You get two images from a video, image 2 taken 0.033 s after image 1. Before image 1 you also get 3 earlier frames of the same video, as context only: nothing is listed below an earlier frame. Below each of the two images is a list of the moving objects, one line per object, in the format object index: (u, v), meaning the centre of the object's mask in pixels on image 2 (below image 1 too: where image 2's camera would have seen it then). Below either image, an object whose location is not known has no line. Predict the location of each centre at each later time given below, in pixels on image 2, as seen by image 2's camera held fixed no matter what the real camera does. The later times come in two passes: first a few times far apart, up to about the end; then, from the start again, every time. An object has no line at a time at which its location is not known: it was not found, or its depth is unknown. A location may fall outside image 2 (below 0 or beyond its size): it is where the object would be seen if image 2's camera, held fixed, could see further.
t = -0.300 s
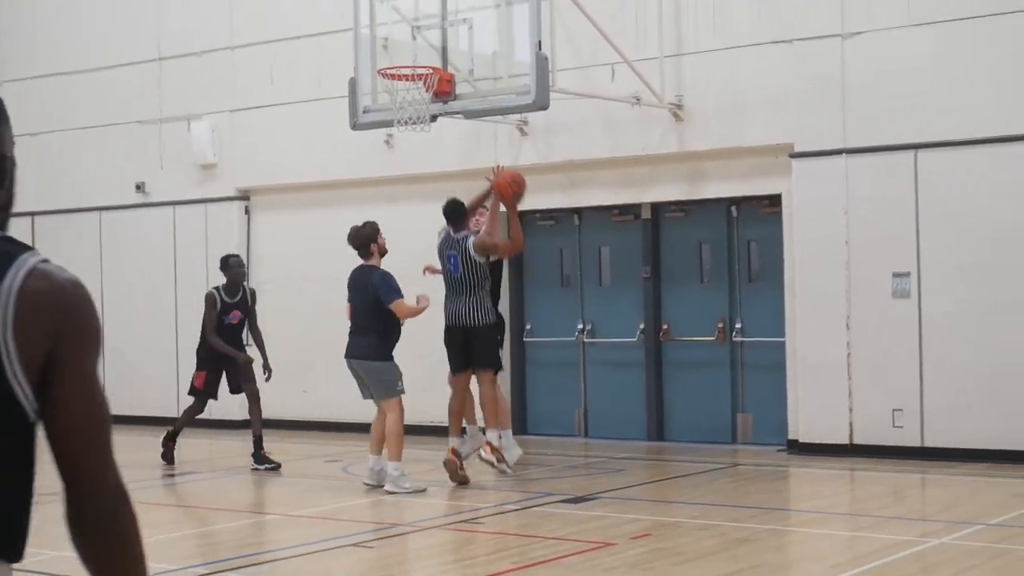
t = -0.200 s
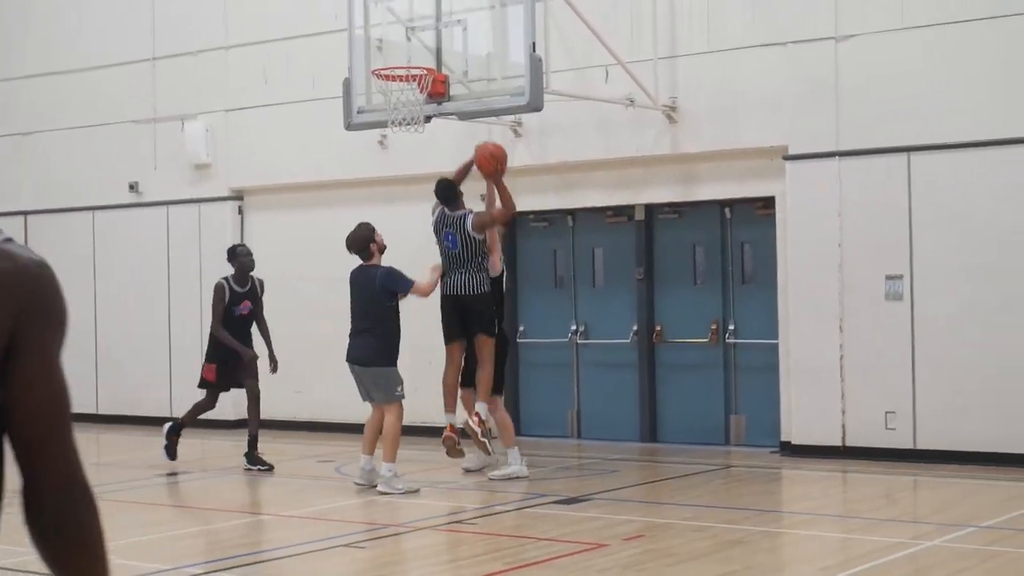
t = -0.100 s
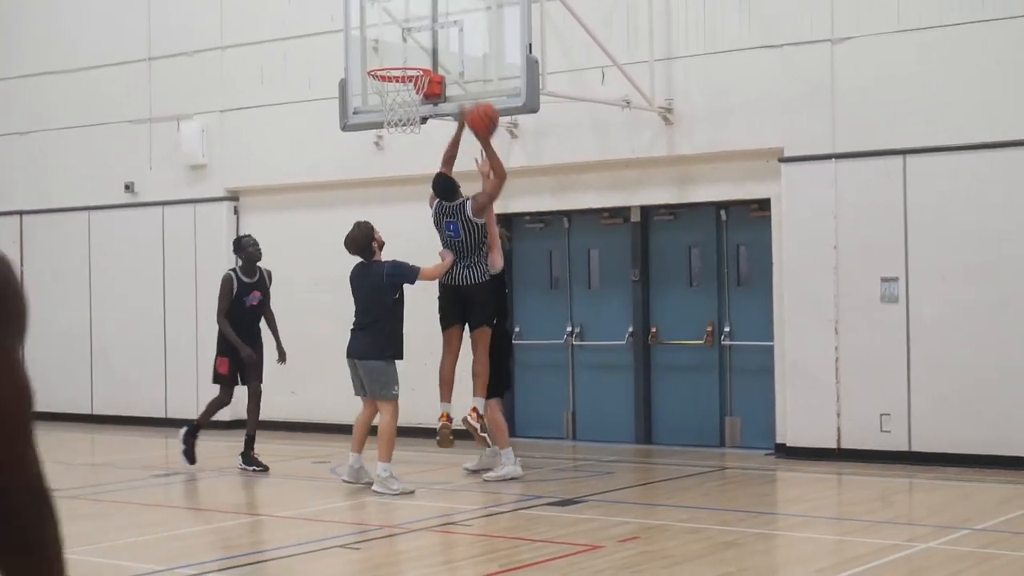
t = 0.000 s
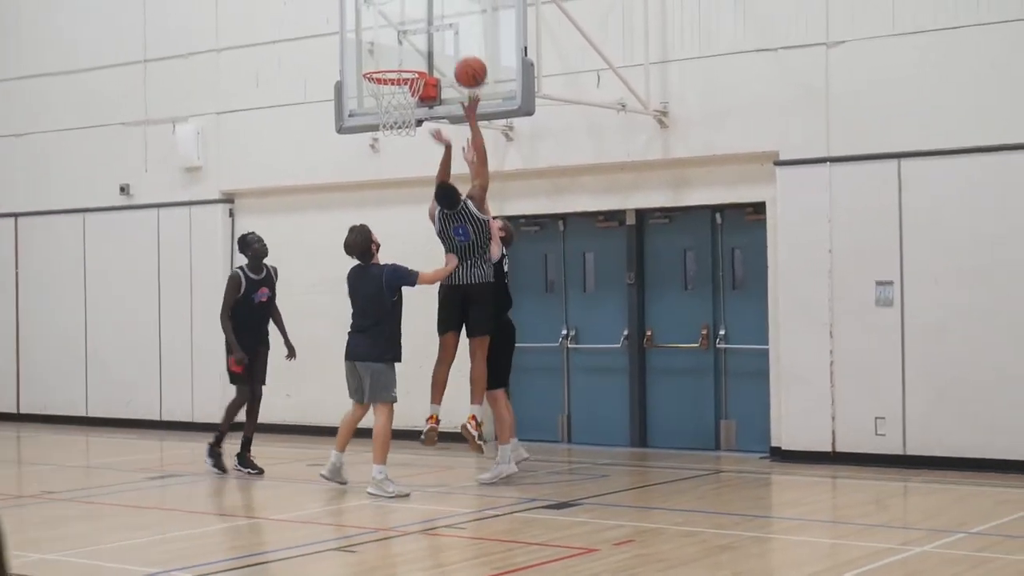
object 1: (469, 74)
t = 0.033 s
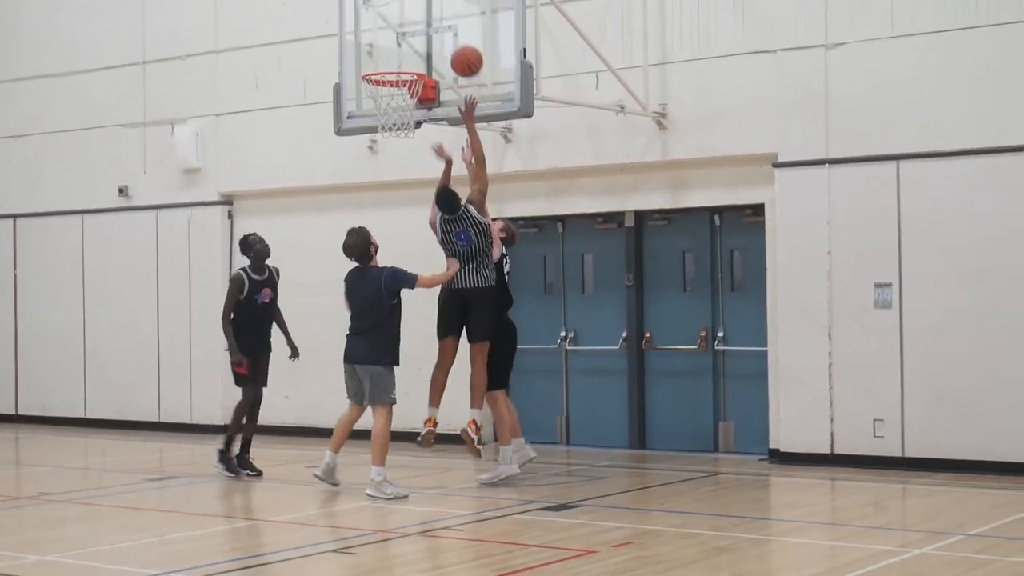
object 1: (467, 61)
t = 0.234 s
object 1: (450, 16)
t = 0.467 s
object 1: (400, 37)
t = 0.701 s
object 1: (403, 67)
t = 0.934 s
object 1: (380, 93)
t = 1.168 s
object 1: (400, 139)
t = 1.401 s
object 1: (422, 241)
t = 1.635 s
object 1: (447, 413)
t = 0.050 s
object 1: (465, 55)
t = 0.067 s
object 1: (464, 49)
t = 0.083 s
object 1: (463, 44)
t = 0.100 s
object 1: (461, 39)
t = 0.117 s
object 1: (459, 35)
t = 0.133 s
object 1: (458, 31)
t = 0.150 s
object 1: (457, 28)
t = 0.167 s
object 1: (456, 25)
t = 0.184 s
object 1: (454, 22)
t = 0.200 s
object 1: (453, 20)
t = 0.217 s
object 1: (452, 18)
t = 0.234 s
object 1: (450, 16)
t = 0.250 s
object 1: (448, 16)
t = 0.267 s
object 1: (444, 16)
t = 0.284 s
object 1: (440, 16)
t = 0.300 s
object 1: (436, 15)
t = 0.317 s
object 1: (432, 15)
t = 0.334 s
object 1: (428, 16)
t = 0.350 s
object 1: (424, 16)
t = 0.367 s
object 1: (421, 18)
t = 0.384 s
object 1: (418, 20)
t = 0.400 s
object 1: (414, 22)
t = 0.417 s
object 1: (409, 25)
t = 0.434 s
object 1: (406, 28)
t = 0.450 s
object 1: (402, 31)
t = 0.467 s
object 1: (400, 37)
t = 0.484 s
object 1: (397, 39)
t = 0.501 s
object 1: (393, 43)
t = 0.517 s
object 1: (388, 48)
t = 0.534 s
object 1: (385, 53)
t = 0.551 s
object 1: (381, 58)
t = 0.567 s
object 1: (376, 63)
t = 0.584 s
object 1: (378, 66)
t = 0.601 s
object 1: (382, 65)
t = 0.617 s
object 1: (386, 65)
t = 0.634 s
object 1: (389, 66)
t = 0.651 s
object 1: (393, 65)
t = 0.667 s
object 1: (397, 64)
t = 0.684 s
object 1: (400, 65)
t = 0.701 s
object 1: (403, 67)
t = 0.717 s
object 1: (407, 68)
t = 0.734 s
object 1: (406, 68)
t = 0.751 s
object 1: (403, 69)
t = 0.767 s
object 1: (398, 72)
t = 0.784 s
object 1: (396, 76)
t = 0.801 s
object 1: (393, 77)
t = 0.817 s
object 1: (390, 79)
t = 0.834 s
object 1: (386, 81)
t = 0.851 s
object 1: (382, 83)
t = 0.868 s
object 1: (378, 86)
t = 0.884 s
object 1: (377, 88)
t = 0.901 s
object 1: (378, 88)
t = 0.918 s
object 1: (379, 89)
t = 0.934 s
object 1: (380, 93)
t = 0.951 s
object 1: (381, 97)
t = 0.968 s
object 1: (382, 100)
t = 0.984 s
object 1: (383, 102)
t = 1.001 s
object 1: (385, 105)
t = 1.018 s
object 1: (386, 108)
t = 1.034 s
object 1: (388, 110)
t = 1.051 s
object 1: (389, 113)
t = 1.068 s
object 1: (391, 117)
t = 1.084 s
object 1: (393, 118)
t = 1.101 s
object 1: (394, 120)
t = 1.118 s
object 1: (396, 125)
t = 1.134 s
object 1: (397, 130)
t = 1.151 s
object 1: (398, 134)
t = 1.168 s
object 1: (400, 139)
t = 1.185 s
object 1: (402, 143)
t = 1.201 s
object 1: (403, 149)
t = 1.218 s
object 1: (405, 154)
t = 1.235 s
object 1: (407, 160)
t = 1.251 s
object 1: (408, 166)
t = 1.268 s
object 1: (410, 173)
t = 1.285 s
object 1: (412, 181)
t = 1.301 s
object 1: (414, 188)
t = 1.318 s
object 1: (415, 195)
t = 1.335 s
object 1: (416, 204)
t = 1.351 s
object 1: (418, 212)
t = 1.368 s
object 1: (419, 222)
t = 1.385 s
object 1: (421, 231)
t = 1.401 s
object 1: (422, 241)
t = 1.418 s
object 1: (424, 250)
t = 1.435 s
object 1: (426, 261)
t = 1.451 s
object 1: (427, 271)
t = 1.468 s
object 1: (429, 282)
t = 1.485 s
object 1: (431, 293)
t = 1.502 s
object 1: (432, 305)
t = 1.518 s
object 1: (434, 317)
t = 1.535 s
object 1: (435, 330)
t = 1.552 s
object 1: (437, 343)
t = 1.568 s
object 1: (440, 356)
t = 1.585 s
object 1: (441, 369)
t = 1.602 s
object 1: (444, 384)
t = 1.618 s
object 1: (445, 398)
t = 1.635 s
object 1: (447, 413)
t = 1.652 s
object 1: (449, 429)
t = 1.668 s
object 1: (451, 444)
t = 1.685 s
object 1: (452, 459)
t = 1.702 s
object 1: (453, 459)
